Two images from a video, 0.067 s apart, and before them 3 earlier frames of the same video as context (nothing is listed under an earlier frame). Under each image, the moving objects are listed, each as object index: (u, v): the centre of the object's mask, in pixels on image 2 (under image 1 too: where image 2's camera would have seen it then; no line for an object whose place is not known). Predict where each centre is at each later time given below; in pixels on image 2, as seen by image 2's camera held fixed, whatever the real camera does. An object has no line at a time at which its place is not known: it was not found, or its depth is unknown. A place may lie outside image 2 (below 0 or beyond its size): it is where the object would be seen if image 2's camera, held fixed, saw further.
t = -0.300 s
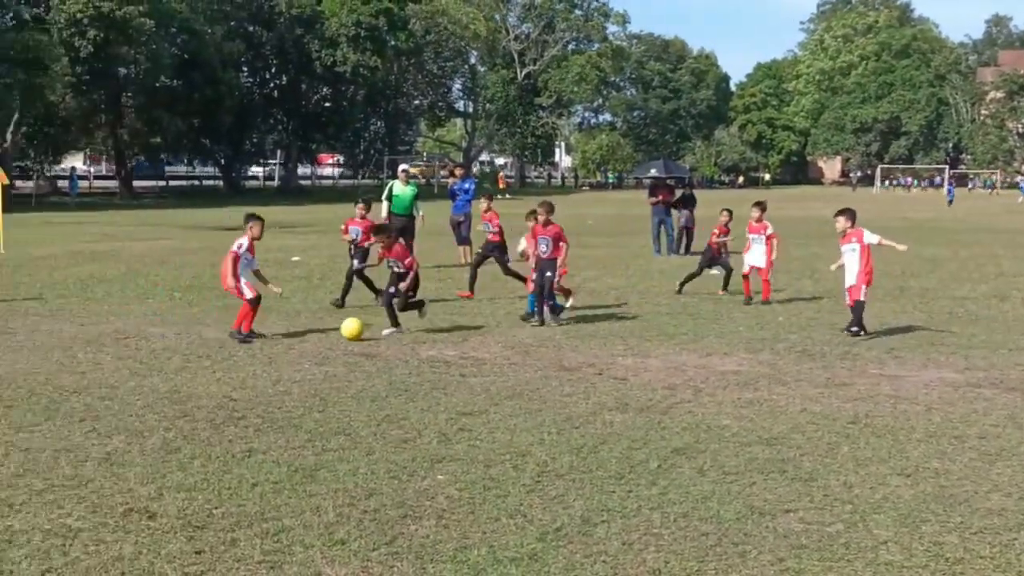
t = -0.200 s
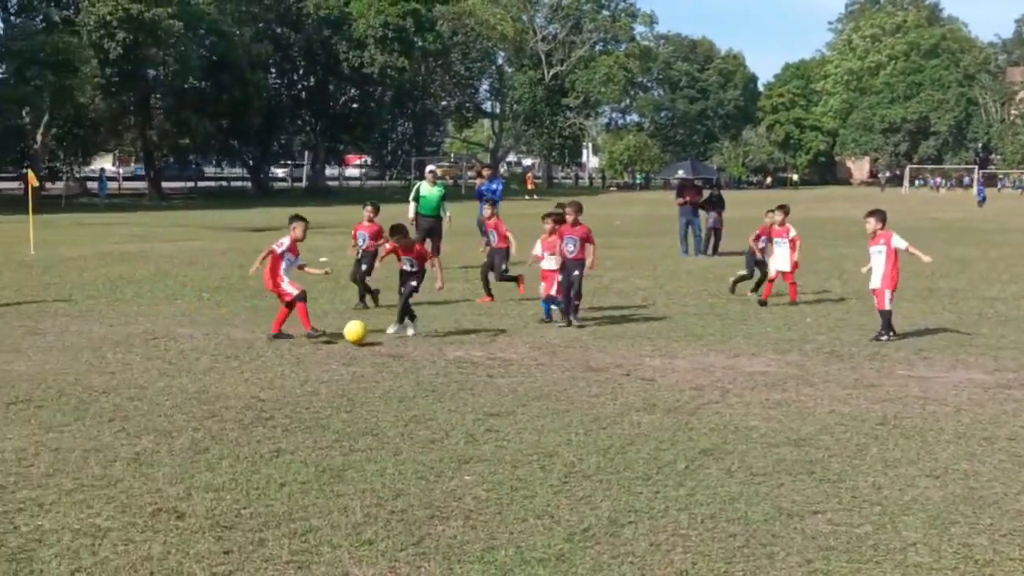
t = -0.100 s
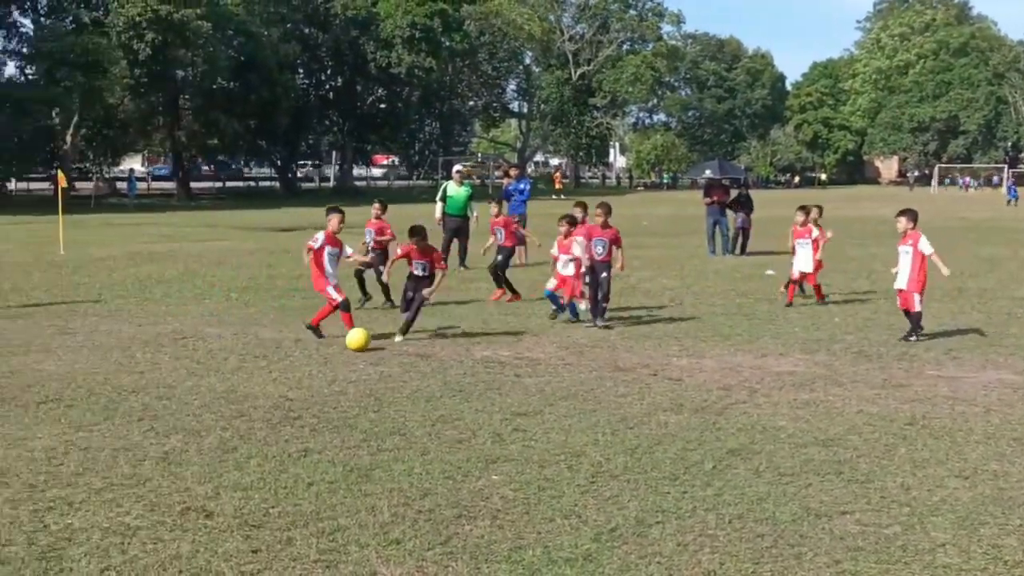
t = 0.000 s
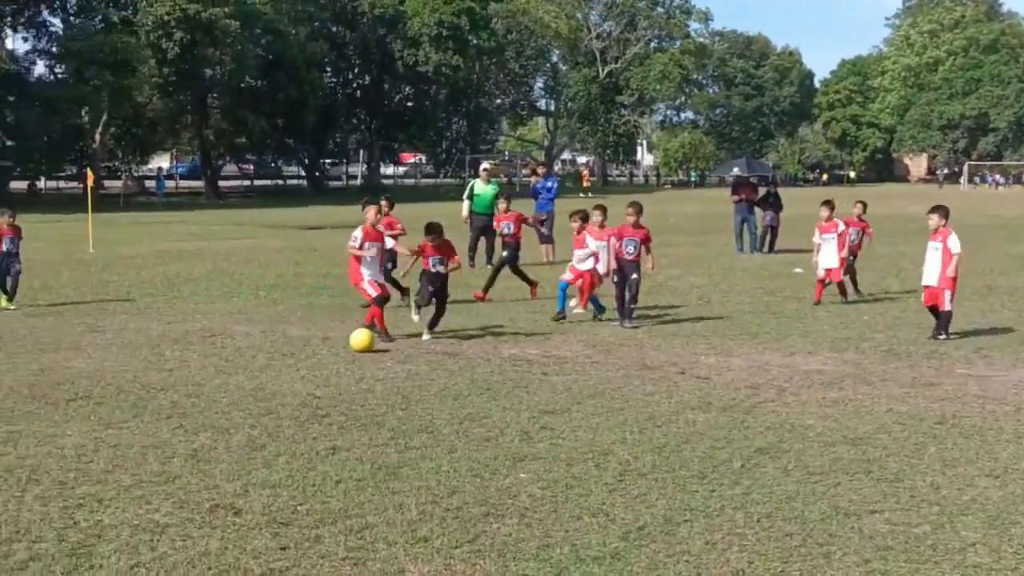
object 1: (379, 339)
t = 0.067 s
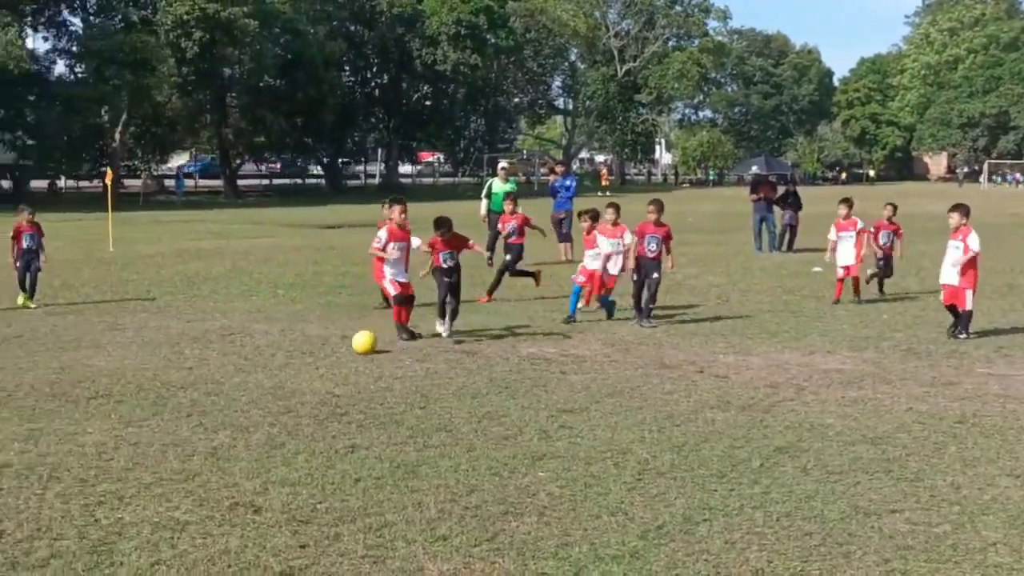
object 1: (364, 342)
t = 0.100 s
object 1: (356, 343)
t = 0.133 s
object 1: (349, 342)
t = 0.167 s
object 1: (342, 342)
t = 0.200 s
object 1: (335, 343)
